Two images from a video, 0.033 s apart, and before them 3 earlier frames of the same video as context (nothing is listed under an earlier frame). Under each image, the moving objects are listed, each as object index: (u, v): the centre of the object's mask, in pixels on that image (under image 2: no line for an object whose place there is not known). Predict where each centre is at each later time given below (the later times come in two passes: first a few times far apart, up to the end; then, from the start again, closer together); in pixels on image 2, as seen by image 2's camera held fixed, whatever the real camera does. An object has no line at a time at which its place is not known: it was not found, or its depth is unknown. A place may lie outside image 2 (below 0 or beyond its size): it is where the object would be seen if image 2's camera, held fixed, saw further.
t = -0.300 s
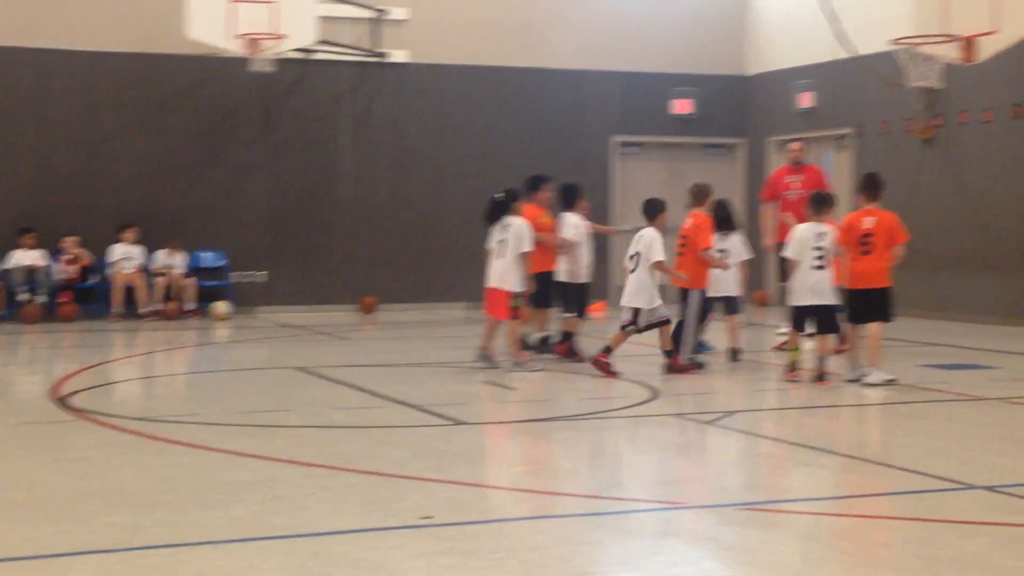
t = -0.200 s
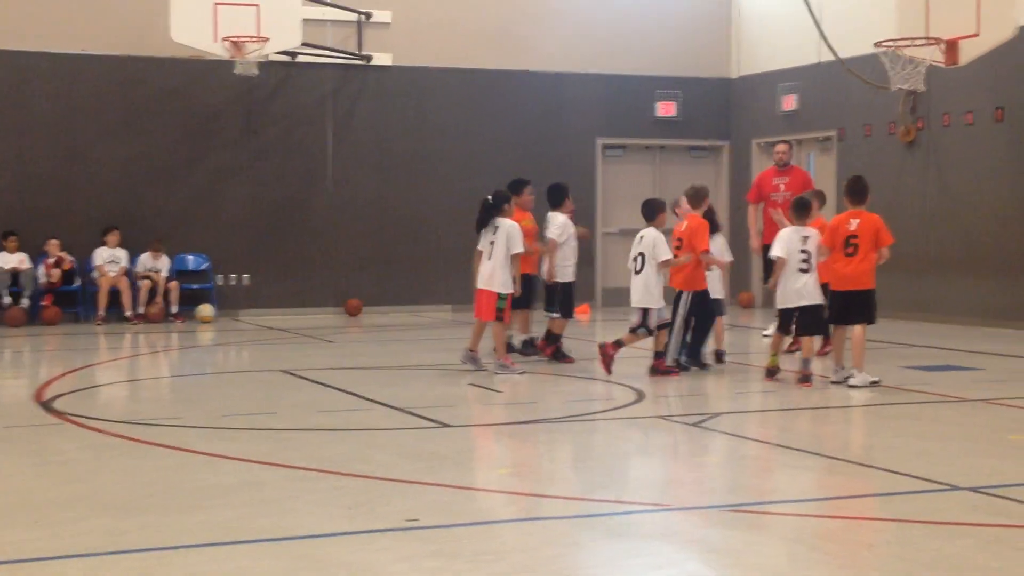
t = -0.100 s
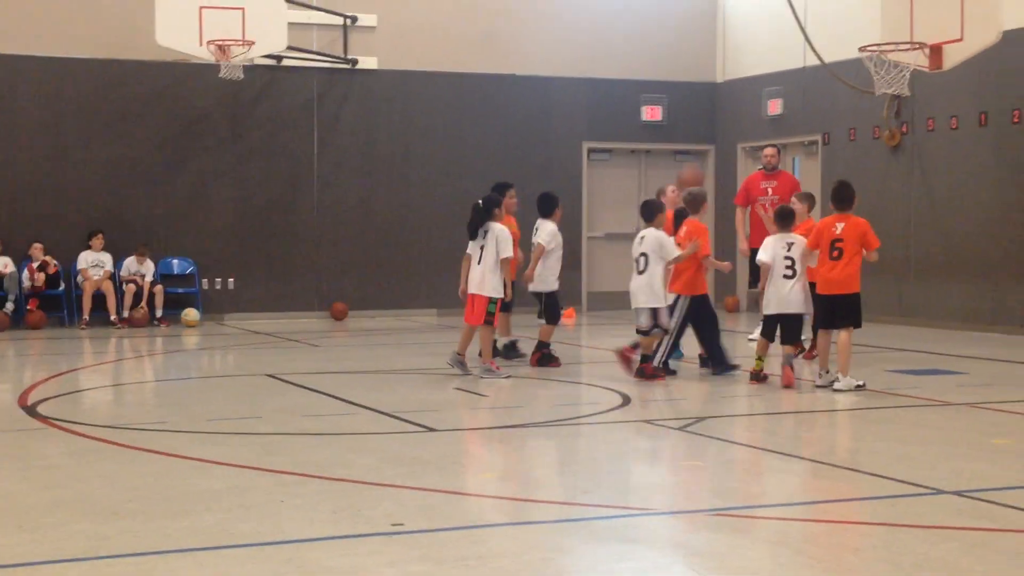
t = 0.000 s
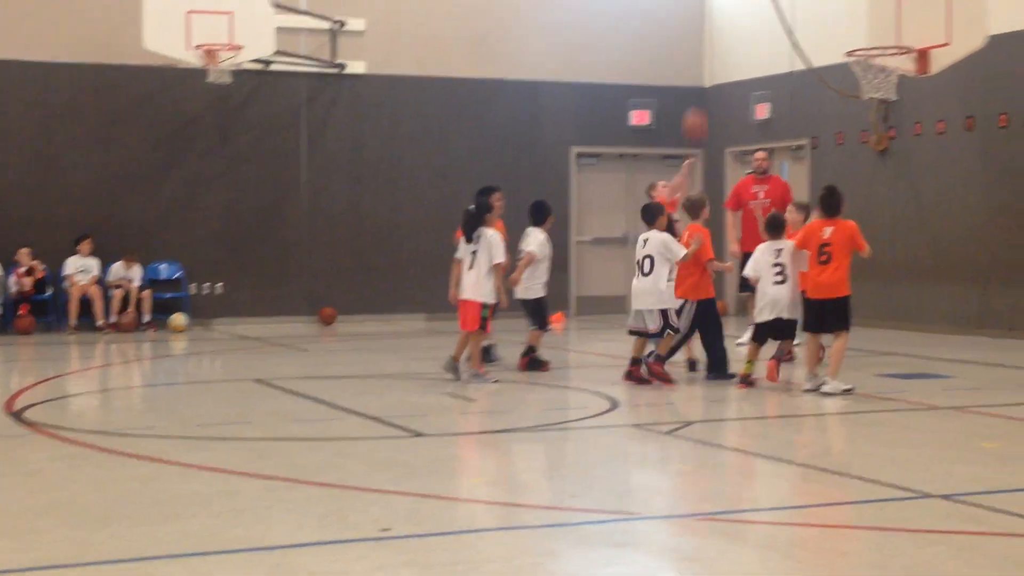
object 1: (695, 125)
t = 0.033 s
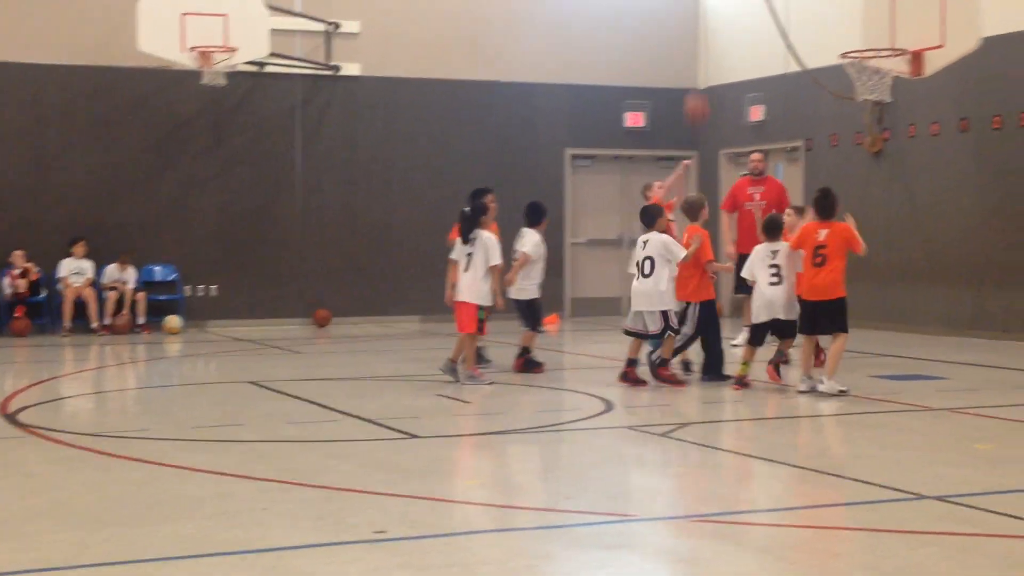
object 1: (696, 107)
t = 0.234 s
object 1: (737, 24)
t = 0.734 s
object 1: (848, 20)
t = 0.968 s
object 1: (899, 87)
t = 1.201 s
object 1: (918, 150)
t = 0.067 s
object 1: (702, 92)
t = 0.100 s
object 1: (710, 74)
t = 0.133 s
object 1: (716, 60)
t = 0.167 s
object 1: (723, 48)
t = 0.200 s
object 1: (730, 35)
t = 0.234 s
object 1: (737, 24)
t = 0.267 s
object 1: (744, 14)
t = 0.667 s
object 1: (833, 3)
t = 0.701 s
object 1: (841, 11)
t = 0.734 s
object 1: (848, 20)
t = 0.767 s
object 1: (856, 32)
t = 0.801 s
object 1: (864, 45)
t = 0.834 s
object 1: (874, 56)
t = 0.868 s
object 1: (883, 69)
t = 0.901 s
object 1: (890, 77)
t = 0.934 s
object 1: (895, 82)
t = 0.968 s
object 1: (899, 87)
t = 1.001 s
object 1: (902, 91)
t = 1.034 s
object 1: (905, 98)
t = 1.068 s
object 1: (907, 105)
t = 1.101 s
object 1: (909, 114)
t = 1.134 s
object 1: (913, 123)
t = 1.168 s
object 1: (915, 136)
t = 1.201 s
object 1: (918, 150)
